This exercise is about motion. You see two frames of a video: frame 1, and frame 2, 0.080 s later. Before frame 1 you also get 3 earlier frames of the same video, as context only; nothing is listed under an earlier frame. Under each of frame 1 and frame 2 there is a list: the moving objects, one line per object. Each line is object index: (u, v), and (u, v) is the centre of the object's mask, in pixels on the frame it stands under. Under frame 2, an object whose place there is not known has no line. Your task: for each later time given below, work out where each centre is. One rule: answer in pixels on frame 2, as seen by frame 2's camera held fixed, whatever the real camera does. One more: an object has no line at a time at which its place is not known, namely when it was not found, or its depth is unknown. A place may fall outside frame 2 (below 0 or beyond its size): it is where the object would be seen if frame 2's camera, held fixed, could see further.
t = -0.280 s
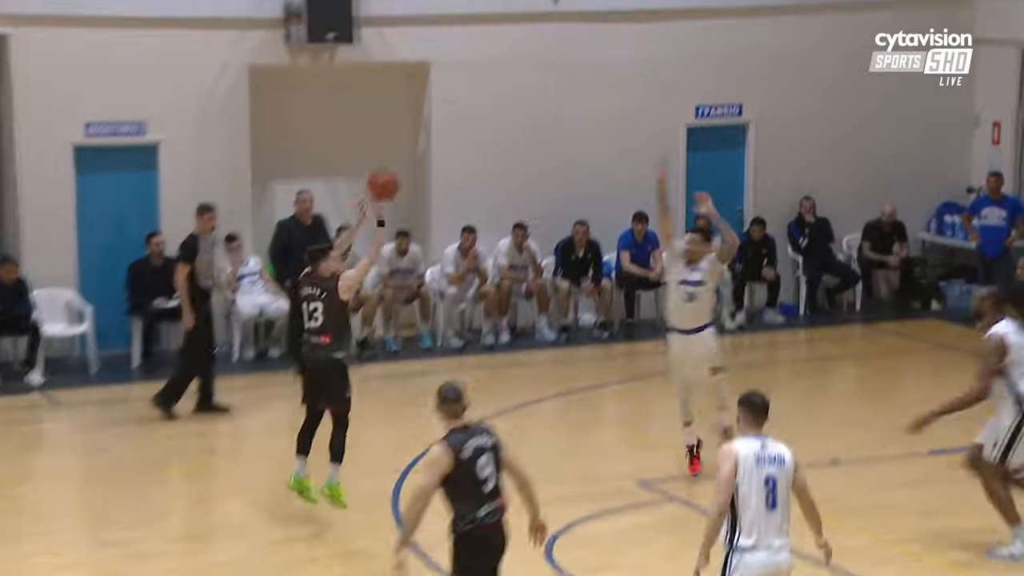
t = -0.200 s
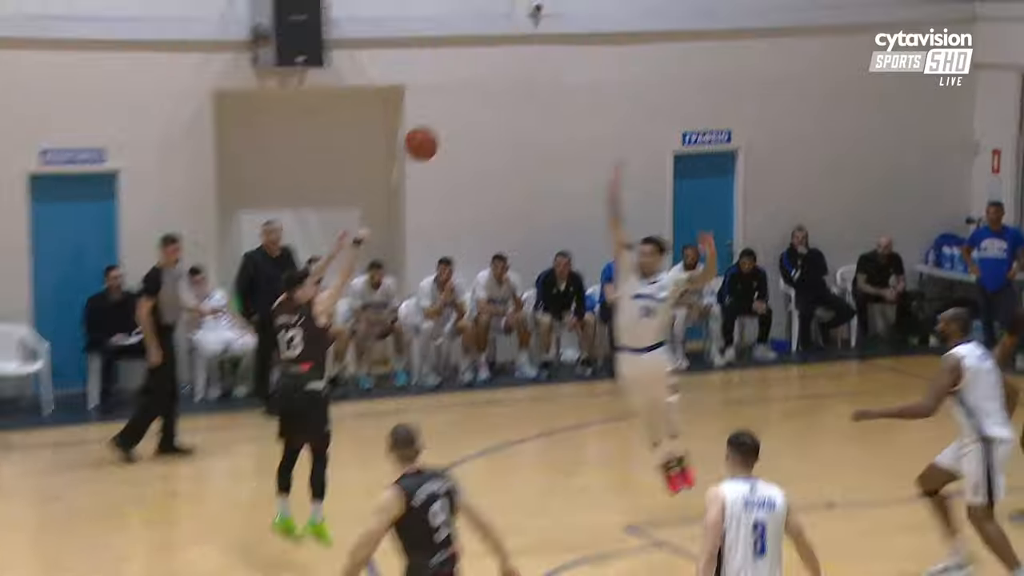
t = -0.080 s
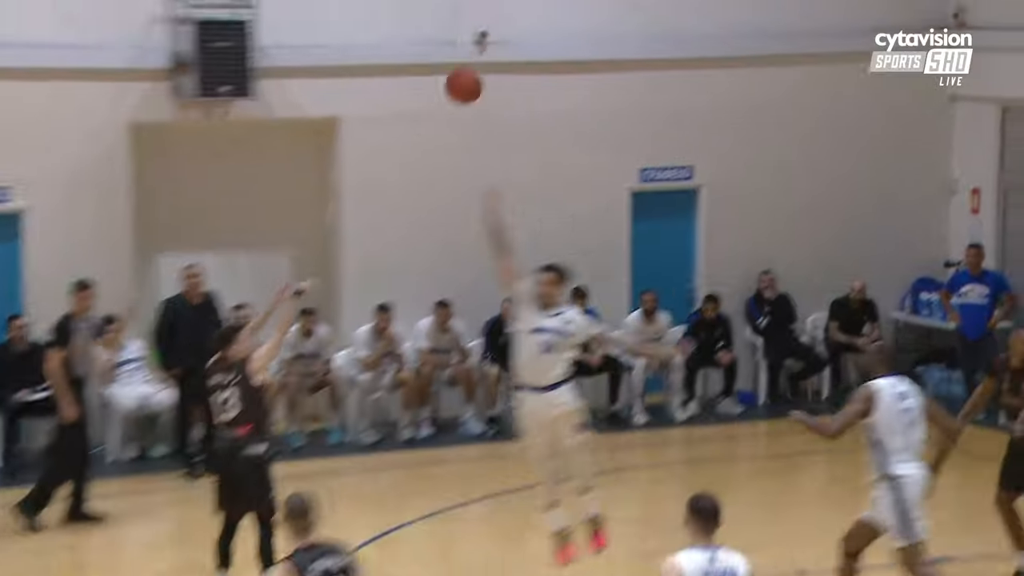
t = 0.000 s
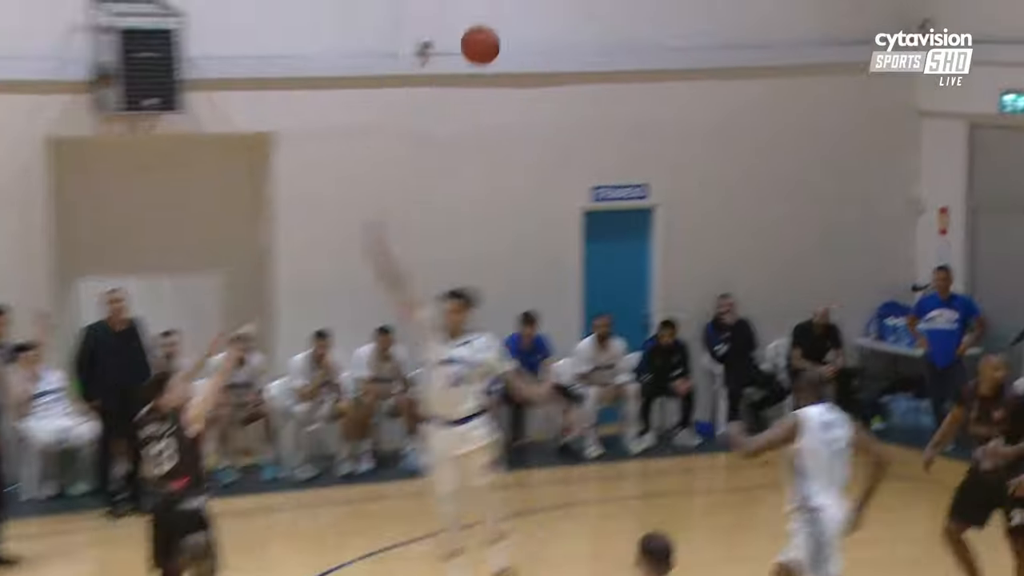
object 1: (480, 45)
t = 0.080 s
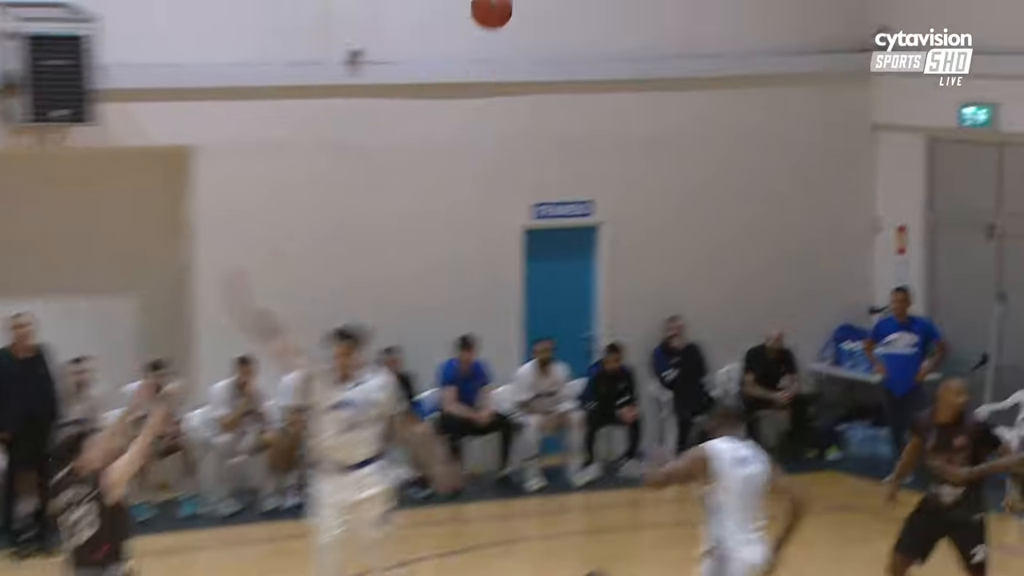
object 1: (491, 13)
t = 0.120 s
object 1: (530, 2)
